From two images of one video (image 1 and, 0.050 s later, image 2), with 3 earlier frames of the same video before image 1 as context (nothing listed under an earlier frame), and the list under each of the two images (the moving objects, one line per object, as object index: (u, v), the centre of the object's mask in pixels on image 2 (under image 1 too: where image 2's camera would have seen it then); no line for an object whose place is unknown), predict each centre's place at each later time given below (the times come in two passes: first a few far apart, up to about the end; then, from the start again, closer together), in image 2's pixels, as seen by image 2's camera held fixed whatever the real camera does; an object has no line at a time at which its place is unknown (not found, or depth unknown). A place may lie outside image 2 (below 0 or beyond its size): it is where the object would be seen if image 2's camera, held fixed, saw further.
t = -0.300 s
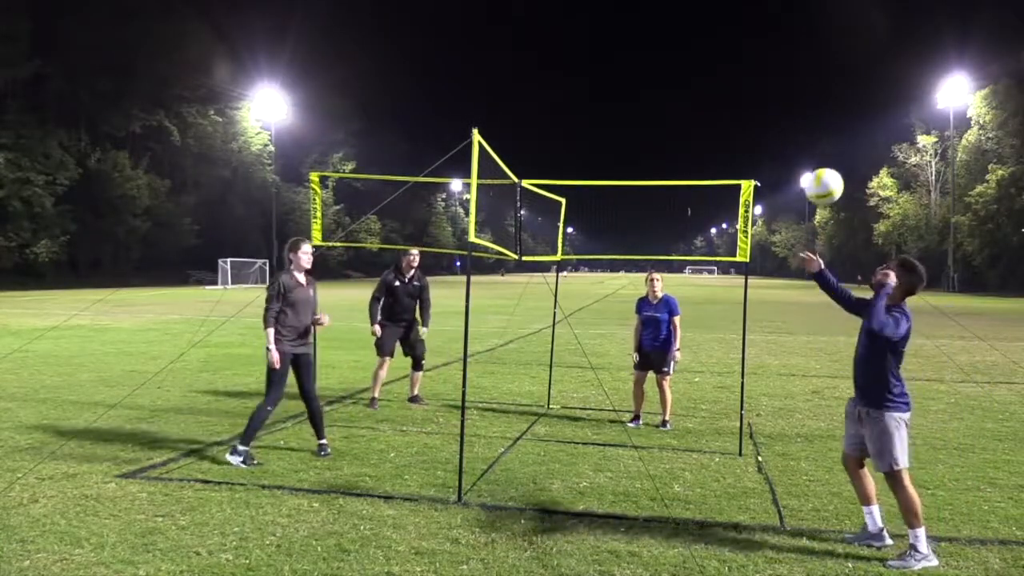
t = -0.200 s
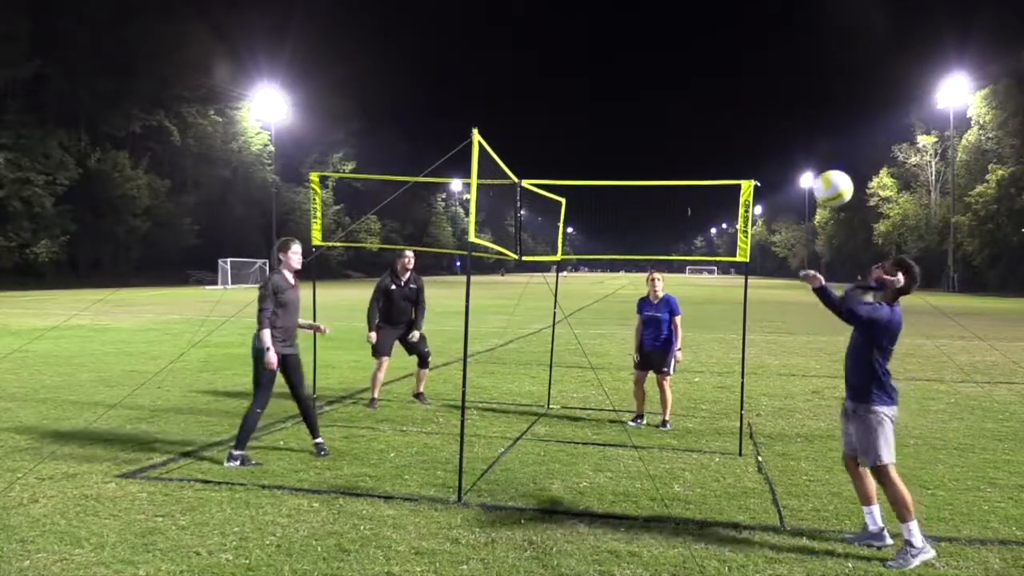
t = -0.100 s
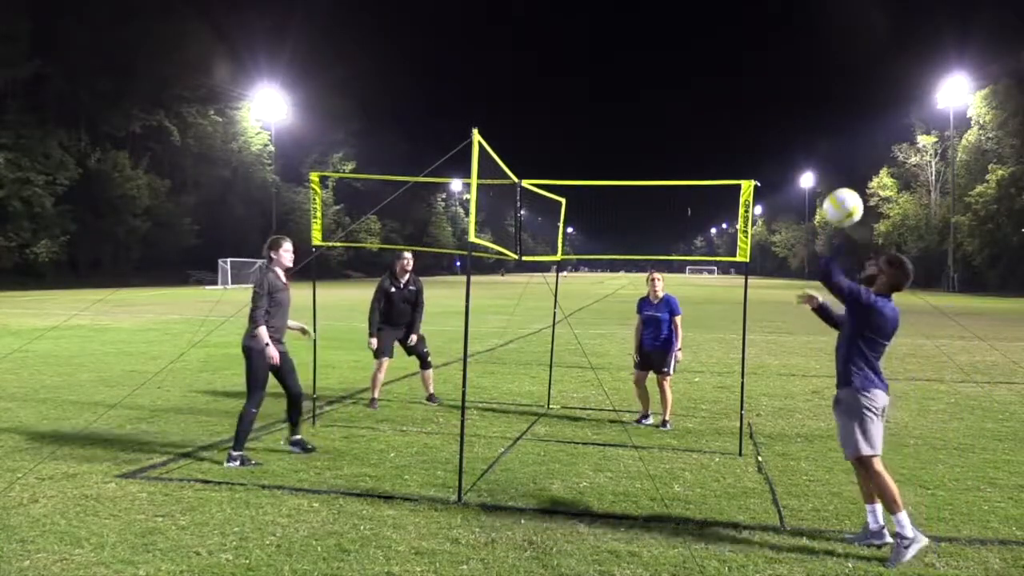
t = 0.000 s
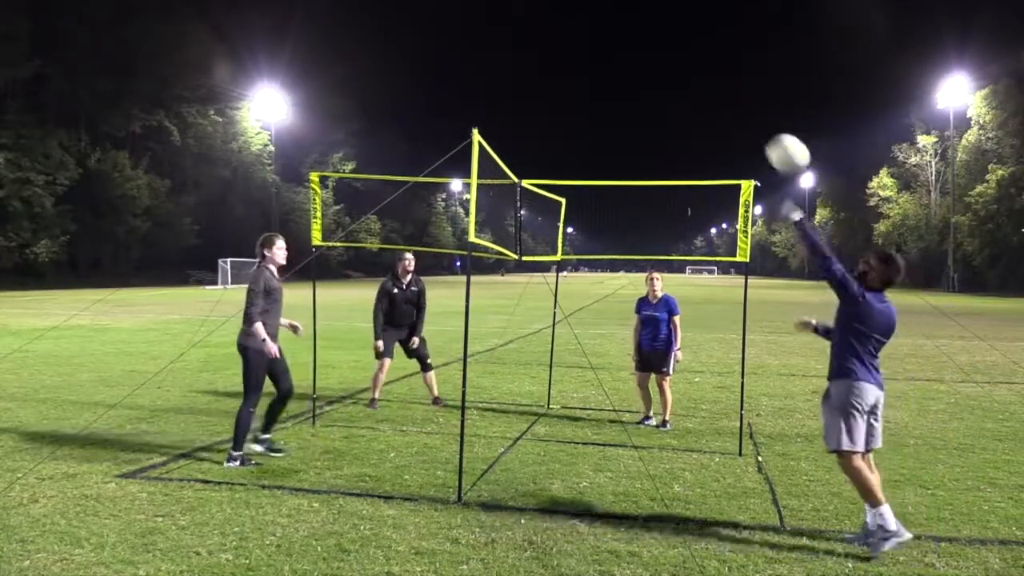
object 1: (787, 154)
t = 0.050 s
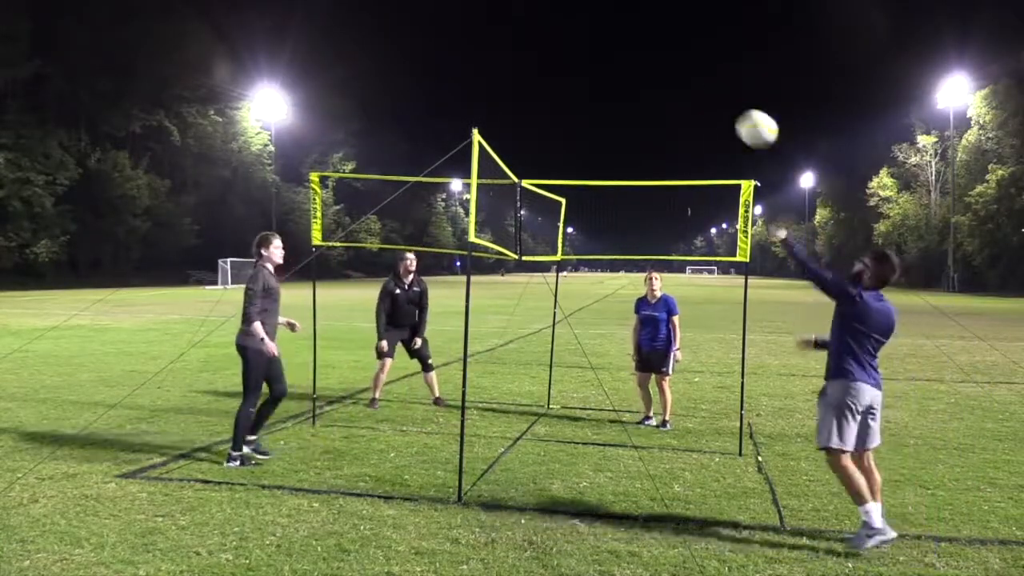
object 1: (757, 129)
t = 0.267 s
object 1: (648, 78)
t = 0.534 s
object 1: (557, 105)
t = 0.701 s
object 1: (515, 153)
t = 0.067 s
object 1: (747, 122)
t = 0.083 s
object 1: (737, 115)
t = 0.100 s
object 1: (728, 109)
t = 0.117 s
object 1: (719, 104)
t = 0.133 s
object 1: (710, 99)
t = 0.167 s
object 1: (693, 91)
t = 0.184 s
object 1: (685, 88)
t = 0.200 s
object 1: (677, 85)
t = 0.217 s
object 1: (670, 83)
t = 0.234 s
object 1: (662, 81)
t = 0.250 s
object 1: (655, 79)
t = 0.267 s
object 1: (648, 78)
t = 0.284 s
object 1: (641, 77)
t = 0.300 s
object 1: (635, 77)
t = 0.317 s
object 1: (628, 77)
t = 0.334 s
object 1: (622, 77)
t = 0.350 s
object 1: (616, 78)
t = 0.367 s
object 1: (610, 79)
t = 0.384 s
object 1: (604, 80)
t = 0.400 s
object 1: (598, 82)
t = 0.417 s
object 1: (593, 84)
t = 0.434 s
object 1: (587, 86)
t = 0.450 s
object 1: (582, 88)
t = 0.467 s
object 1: (577, 91)
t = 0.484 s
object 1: (571, 94)
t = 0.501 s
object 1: (567, 97)
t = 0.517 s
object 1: (562, 101)
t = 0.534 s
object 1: (557, 105)
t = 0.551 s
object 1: (552, 109)
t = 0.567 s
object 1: (548, 113)
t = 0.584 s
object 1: (543, 117)
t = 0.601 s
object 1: (539, 122)
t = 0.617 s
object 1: (535, 127)
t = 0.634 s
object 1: (531, 132)
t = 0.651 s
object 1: (527, 137)
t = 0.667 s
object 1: (523, 142)
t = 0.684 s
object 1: (519, 148)
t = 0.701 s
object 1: (515, 153)
